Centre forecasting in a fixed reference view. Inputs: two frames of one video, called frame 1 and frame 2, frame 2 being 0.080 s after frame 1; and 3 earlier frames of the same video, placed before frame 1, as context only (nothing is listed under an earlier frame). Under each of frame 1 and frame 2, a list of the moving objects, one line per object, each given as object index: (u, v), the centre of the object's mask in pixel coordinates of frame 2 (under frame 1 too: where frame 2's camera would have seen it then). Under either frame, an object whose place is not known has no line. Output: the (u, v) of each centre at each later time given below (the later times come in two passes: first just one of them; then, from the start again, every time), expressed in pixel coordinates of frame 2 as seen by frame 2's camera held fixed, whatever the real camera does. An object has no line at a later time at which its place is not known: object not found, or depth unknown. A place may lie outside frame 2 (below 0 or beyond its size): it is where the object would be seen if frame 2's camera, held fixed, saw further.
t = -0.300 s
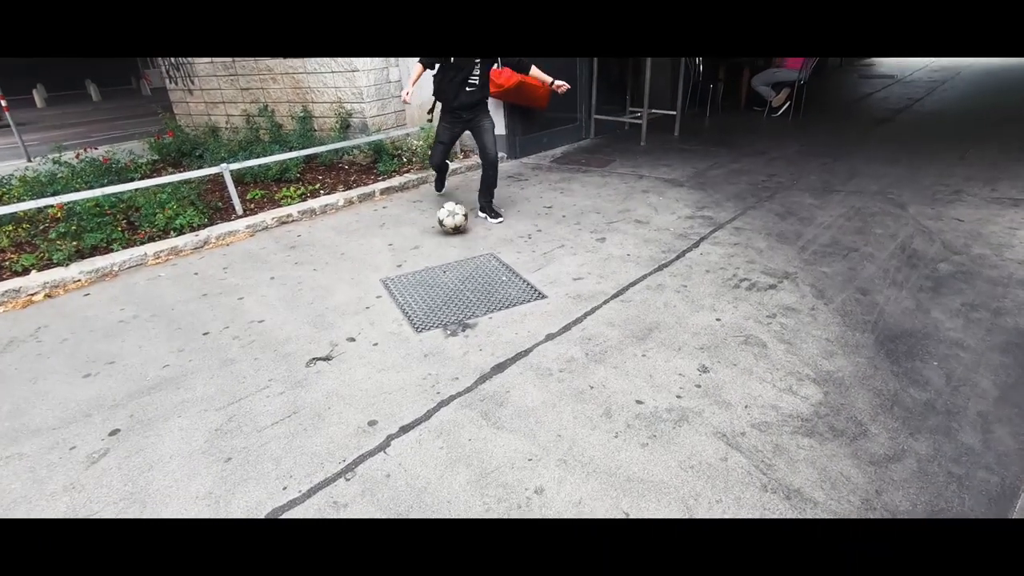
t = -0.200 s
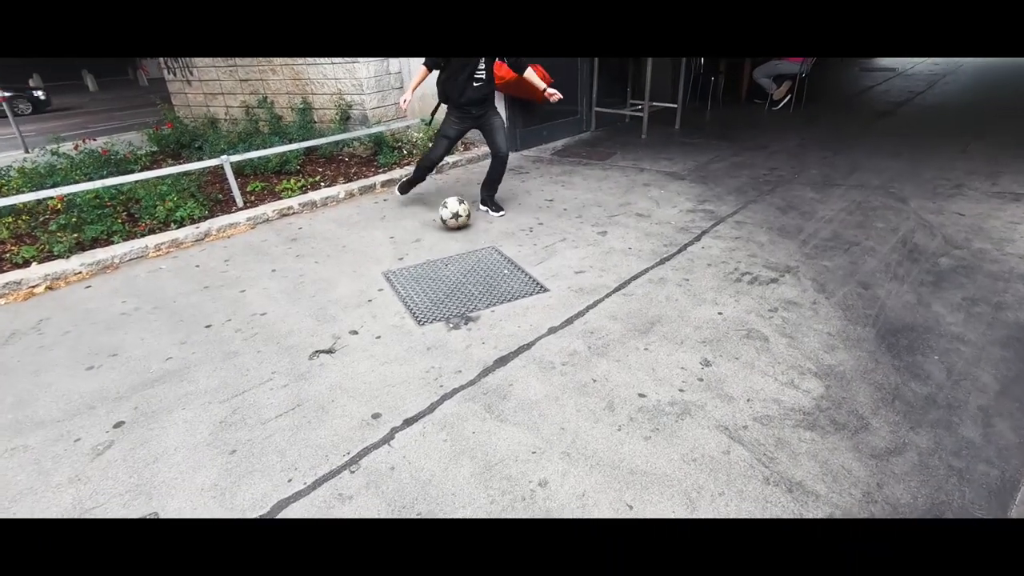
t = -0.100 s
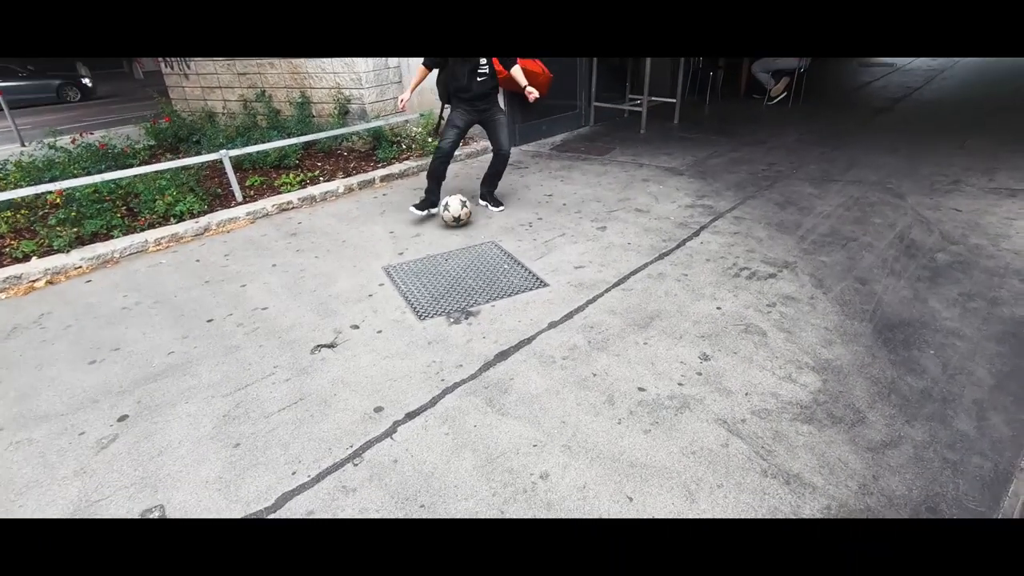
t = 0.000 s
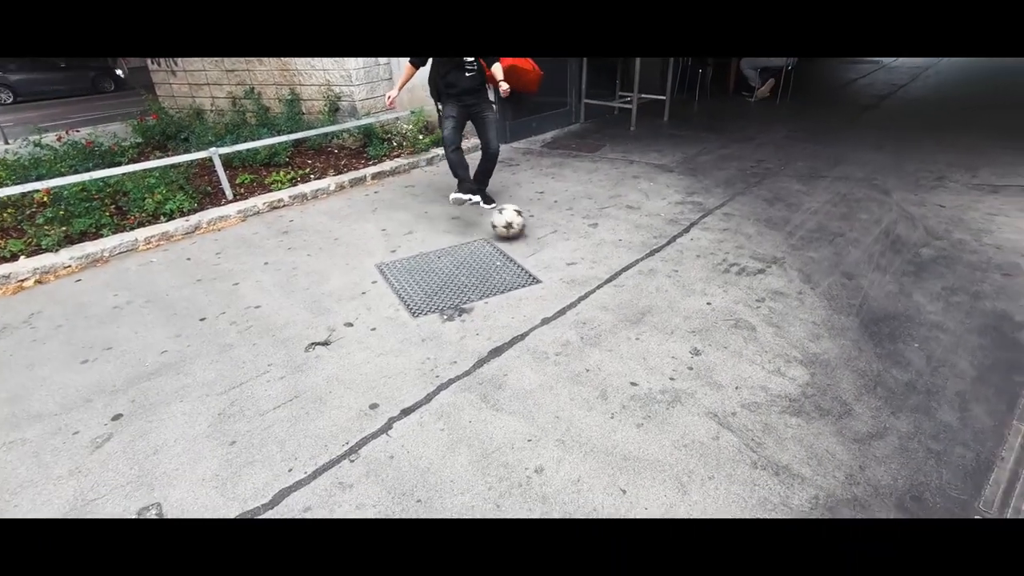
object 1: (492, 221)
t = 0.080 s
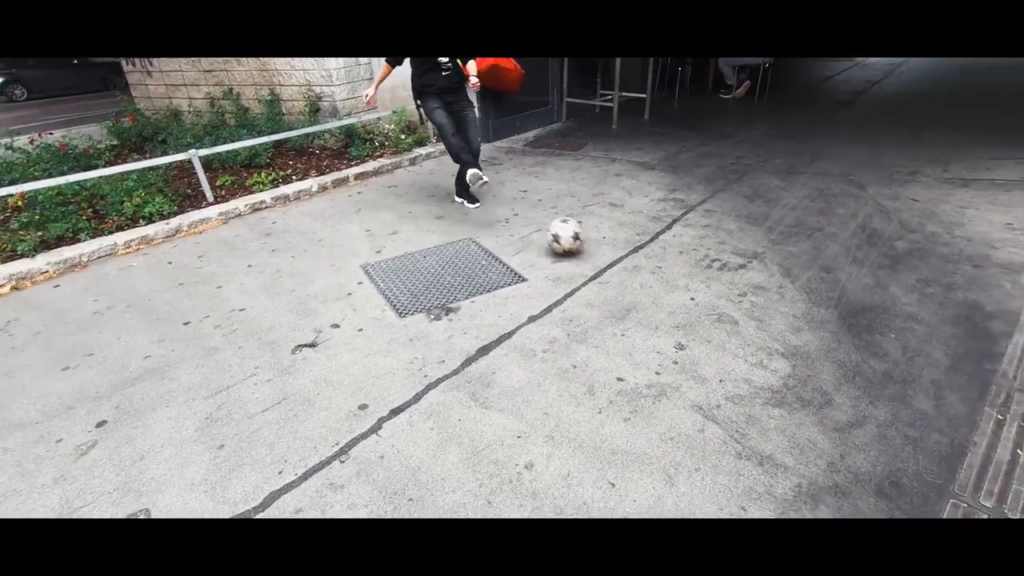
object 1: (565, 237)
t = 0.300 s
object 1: (801, 290)
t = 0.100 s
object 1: (583, 241)
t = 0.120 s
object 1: (603, 245)
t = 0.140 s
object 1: (624, 250)
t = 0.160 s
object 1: (644, 255)
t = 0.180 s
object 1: (665, 259)
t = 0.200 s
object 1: (687, 264)
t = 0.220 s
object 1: (708, 269)
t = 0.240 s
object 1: (730, 275)
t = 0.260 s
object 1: (753, 278)
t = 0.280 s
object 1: (776, 285)
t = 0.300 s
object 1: (801, 290)
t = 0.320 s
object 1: (825, 295)
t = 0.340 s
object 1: (850, 301)
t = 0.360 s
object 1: (875, 307)
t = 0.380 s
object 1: (902, 313)
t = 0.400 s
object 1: (927, 317)
